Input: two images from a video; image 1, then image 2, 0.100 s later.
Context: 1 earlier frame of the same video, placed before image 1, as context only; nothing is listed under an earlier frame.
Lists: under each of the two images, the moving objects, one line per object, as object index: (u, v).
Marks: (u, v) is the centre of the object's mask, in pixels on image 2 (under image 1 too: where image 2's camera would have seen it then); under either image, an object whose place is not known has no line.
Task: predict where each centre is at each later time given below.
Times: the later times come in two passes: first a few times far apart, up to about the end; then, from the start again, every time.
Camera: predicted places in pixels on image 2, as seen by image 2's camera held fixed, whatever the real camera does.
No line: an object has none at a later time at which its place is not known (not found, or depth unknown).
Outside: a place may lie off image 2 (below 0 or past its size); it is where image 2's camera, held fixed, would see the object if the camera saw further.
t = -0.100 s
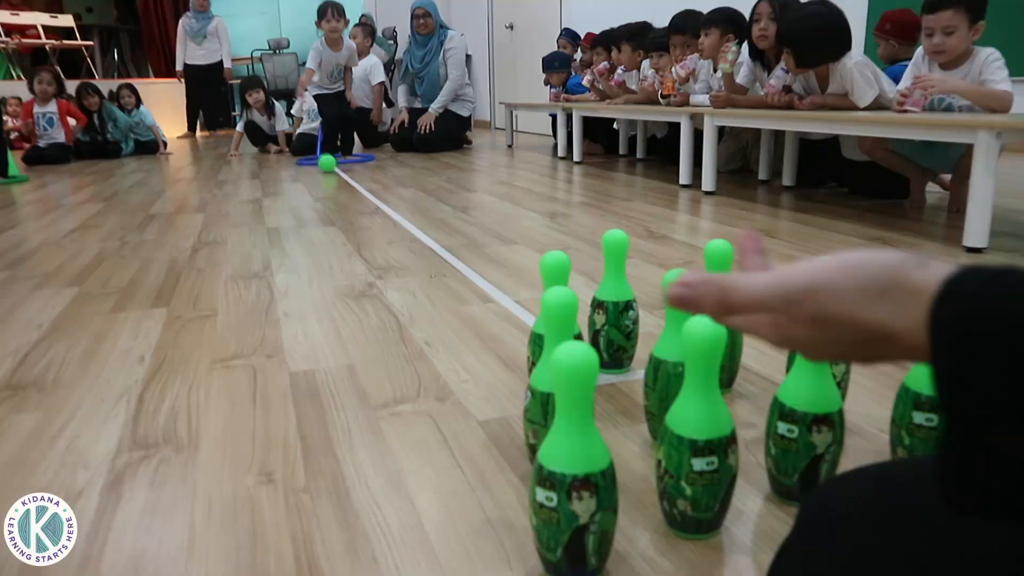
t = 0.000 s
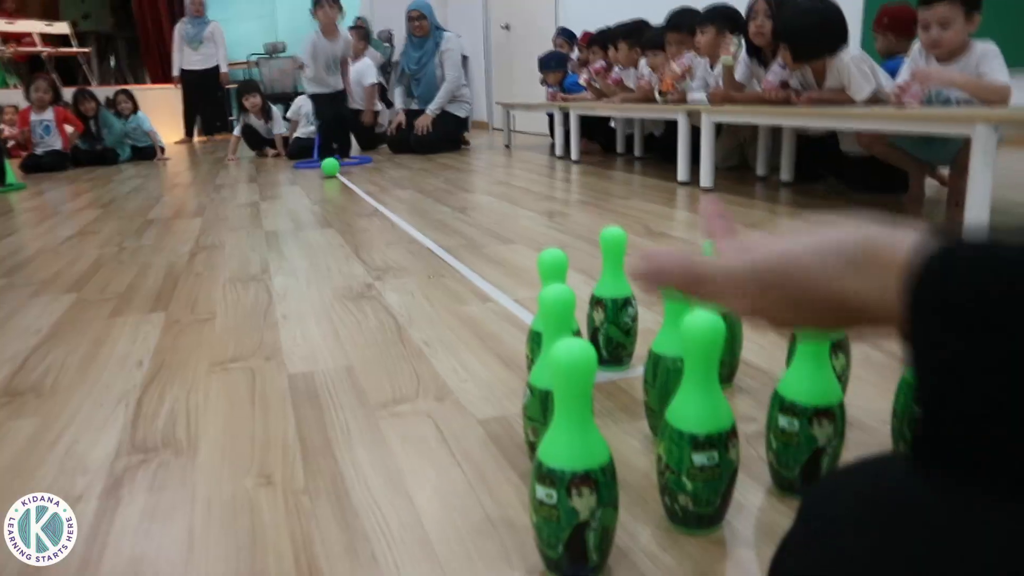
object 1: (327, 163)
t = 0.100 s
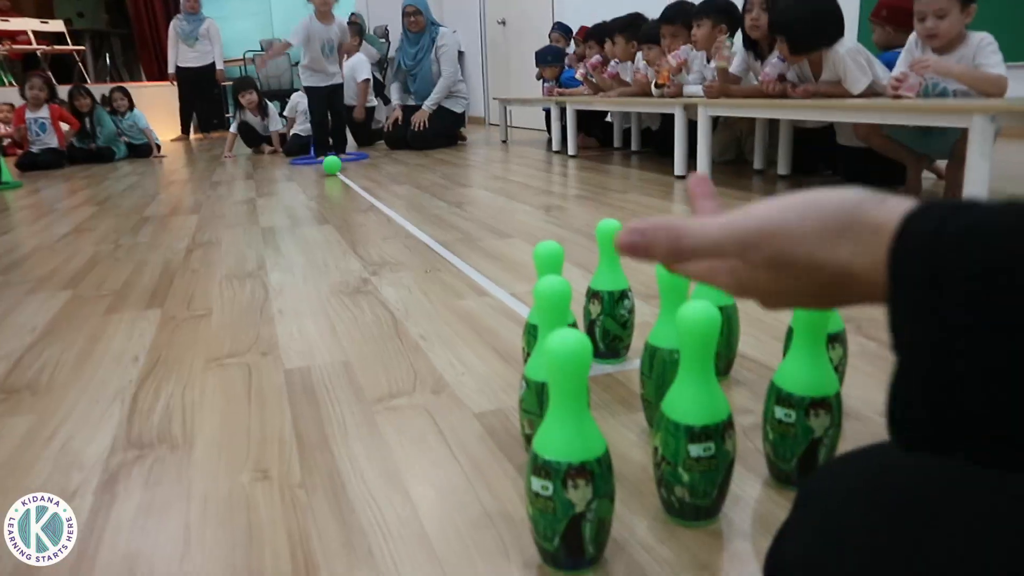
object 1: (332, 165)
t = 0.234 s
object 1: (339, 167)
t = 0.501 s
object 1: (352, 173)
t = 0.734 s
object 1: (362, 179)
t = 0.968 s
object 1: (371, 186)
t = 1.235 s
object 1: (380, 196)
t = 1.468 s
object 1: (385, 206)
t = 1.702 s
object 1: (388, 218)
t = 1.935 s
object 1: (393, 232)
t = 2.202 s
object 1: (400, 253)
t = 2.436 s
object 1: (410, 277)
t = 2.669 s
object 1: (427, 307)
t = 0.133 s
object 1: (334, 166)
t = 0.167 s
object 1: (336, 166)
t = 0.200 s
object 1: (337, 167)
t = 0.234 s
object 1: (339, 167)
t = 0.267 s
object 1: (341, 168)
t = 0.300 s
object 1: (342, 169)
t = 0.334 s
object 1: (344, 169)
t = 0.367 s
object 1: (345, 170)
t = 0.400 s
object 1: (347, 171)
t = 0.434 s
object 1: (348, 172)
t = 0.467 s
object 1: (350, 172)
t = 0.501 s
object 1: (352, 173)
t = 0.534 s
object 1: (353, 174)
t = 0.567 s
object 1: (354, 175)
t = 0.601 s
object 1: (356, 176)
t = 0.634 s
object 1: (357, 177)
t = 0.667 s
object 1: (359, 177)
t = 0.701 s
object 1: (360, 178)
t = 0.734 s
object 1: (362, 179)
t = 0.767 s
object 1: (363, 181)
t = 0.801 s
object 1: (364, 182)
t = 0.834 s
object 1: (366, 182)
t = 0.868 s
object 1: (367, 183)
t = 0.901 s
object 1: (368, 184)
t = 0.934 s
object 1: (370, 186)
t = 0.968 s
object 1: (371, 186)
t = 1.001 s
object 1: (372, 187)
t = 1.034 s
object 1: (373, 189)
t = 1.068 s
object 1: (374, 190)
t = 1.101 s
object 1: (376, 191)
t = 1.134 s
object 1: (376, 192)
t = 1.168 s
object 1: (378, 193)
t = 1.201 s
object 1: (379, 195)
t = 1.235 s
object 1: (380, 196)
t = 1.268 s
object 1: (381, 197)
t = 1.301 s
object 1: (381, 199)
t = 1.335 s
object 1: (382, 201)
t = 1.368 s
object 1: (382, 202)
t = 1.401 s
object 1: (383, 203)
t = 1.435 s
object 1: (384, 204)
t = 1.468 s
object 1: (385, 206)
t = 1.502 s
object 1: (386, 207)
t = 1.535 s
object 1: (386, 209)
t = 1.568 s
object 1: (387, 211)
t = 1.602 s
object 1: (387, 213)
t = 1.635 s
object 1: (388, 214)
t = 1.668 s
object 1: (388, 216)
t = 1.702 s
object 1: (388, 218)
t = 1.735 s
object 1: (389, 220)
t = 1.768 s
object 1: (390, 222)
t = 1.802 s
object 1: (391, 224)
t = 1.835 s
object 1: (391, 225)
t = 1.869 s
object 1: (392, 226)
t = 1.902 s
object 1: (393, 230)
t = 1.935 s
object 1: (393, 232)
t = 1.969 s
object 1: (393, 235)
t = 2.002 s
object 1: (394, 237)
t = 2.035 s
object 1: (395, 239)
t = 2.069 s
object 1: (395, 242)
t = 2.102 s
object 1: (397, 245)
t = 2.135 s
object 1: (398, 248)
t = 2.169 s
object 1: (399, 250)
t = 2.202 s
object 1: (400, 253)
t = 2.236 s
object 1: (401, 256)
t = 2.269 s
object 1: (401, 260)
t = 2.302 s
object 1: (402, 263)
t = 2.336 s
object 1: (404, 266)
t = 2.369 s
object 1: (406, 270)
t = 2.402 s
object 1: (408, 273)
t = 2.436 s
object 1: (410, 277)
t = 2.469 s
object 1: (412, 281)
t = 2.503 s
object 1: (414, 284)
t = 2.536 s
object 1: (416, 289)
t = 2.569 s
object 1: (418, 293)
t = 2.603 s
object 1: (421, 298)
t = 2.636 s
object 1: (423, 302)
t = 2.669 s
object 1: (427, 307)
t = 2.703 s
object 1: (431, 312)
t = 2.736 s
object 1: (436, 317)
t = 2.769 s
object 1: (441, 323)
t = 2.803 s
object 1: (446, 328)
